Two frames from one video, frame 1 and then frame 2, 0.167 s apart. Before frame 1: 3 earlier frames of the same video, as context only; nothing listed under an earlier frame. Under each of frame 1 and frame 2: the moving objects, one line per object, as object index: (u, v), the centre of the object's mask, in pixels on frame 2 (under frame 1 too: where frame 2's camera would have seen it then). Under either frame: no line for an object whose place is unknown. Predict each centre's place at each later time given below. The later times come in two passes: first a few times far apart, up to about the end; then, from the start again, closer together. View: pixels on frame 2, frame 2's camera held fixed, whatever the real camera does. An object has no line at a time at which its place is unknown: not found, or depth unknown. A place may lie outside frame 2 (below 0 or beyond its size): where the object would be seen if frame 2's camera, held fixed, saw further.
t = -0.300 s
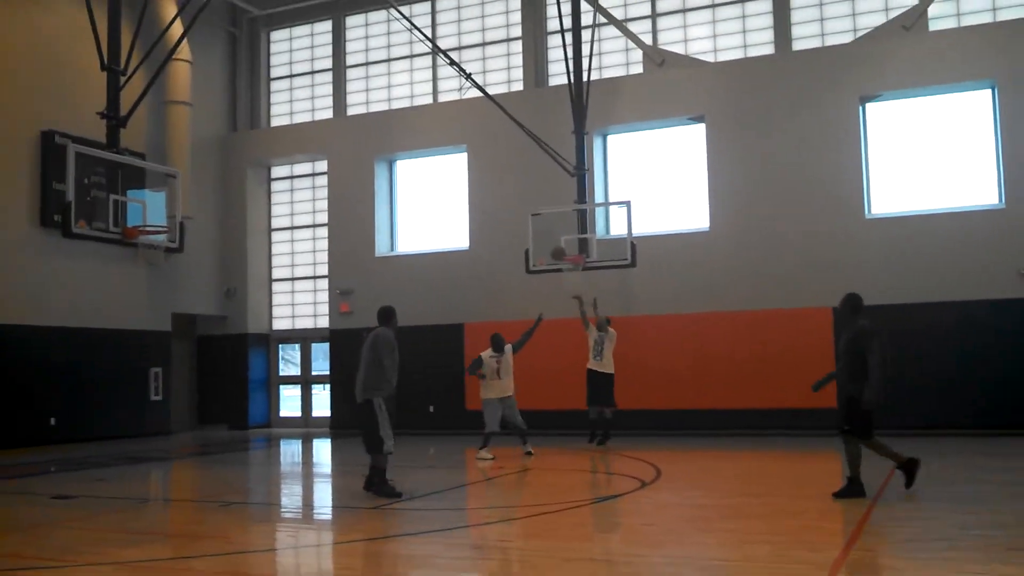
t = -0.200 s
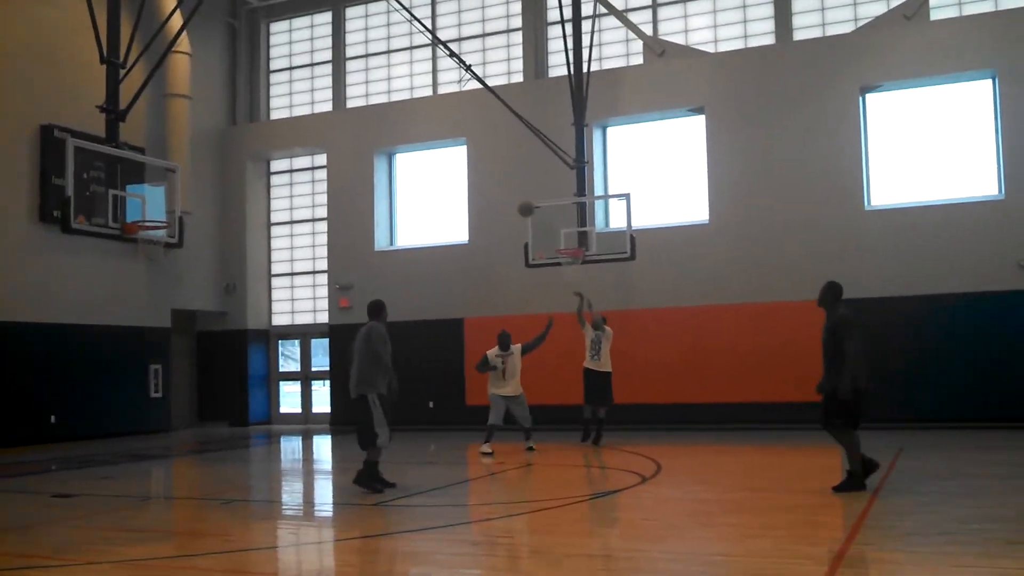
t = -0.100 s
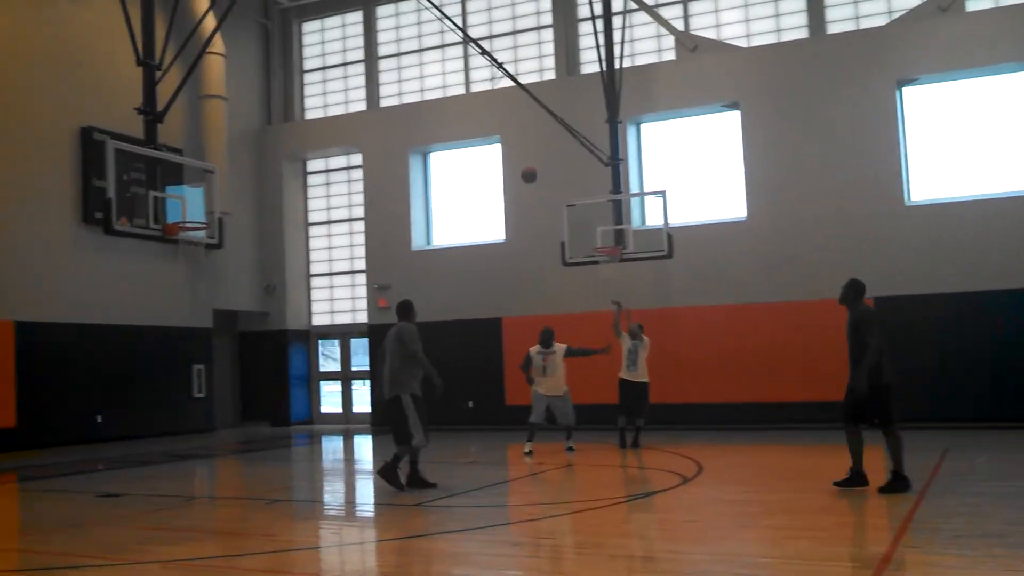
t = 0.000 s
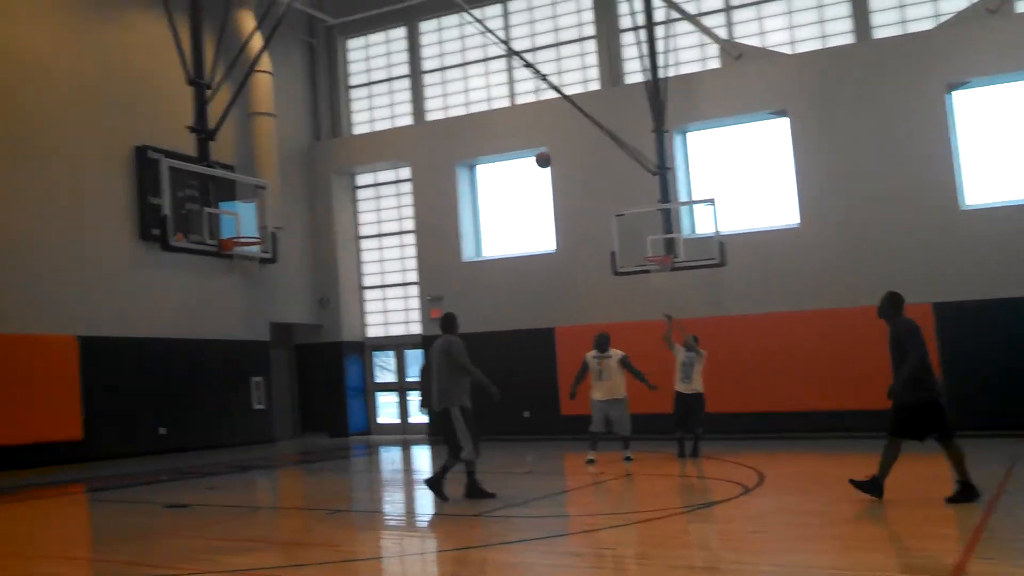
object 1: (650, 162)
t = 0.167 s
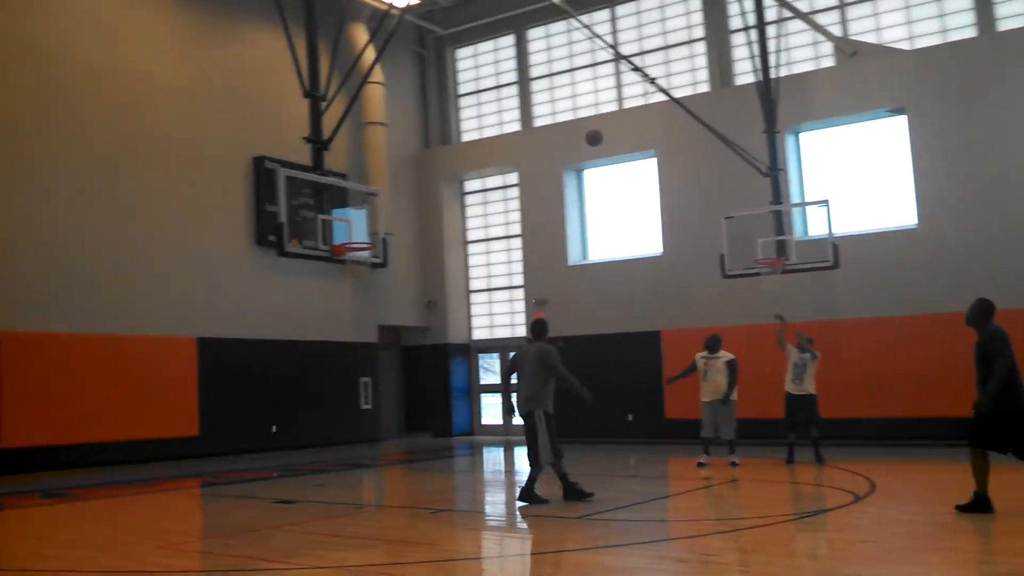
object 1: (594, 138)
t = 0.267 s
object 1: (561, 131)
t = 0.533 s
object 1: (471, 149)
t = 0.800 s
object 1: (379, 220)
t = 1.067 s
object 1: (322, 295)
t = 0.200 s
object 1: (584, 135)
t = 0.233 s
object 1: (572, 133)
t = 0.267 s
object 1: (561, 131)
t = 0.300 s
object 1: (550, 131)
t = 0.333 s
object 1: (539, 131)
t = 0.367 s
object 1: (528, 132)
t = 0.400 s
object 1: (517, 134)
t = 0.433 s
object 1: (505, 136)
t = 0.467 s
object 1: (493, 140)
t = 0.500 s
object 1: (482, 144)
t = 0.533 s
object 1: (471, 149)
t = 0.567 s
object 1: (459, 156)
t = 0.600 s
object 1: (447, 162)
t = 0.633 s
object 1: (435, 171)
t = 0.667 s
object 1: (425, 178)
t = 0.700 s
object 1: (413, 187)
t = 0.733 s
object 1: (402, 197)
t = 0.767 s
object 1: (391, 208)
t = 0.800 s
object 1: (379, 220)
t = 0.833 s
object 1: (367, 233)
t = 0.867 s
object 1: (355, 247)
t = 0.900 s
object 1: (344, 262)
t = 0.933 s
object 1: (339, 267)
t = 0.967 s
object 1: (335, 273)
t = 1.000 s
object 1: (330, 279)
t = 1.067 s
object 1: (322, 295)
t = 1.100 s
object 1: (318, 304)
